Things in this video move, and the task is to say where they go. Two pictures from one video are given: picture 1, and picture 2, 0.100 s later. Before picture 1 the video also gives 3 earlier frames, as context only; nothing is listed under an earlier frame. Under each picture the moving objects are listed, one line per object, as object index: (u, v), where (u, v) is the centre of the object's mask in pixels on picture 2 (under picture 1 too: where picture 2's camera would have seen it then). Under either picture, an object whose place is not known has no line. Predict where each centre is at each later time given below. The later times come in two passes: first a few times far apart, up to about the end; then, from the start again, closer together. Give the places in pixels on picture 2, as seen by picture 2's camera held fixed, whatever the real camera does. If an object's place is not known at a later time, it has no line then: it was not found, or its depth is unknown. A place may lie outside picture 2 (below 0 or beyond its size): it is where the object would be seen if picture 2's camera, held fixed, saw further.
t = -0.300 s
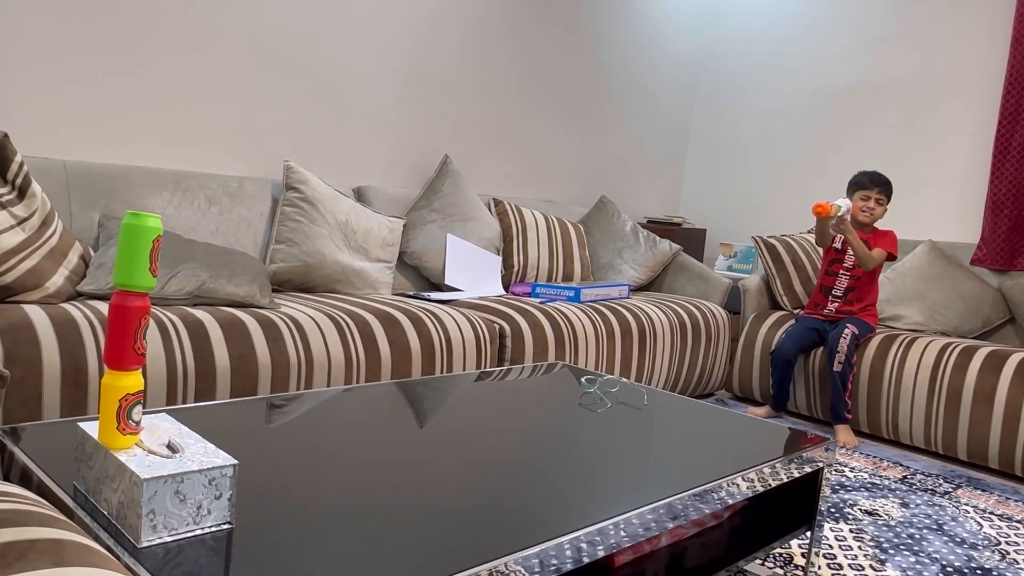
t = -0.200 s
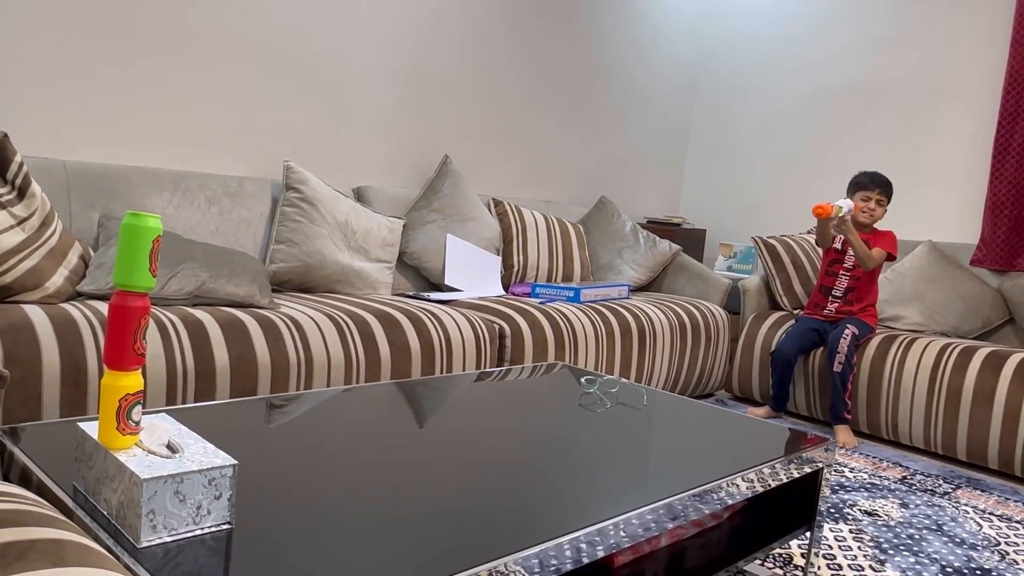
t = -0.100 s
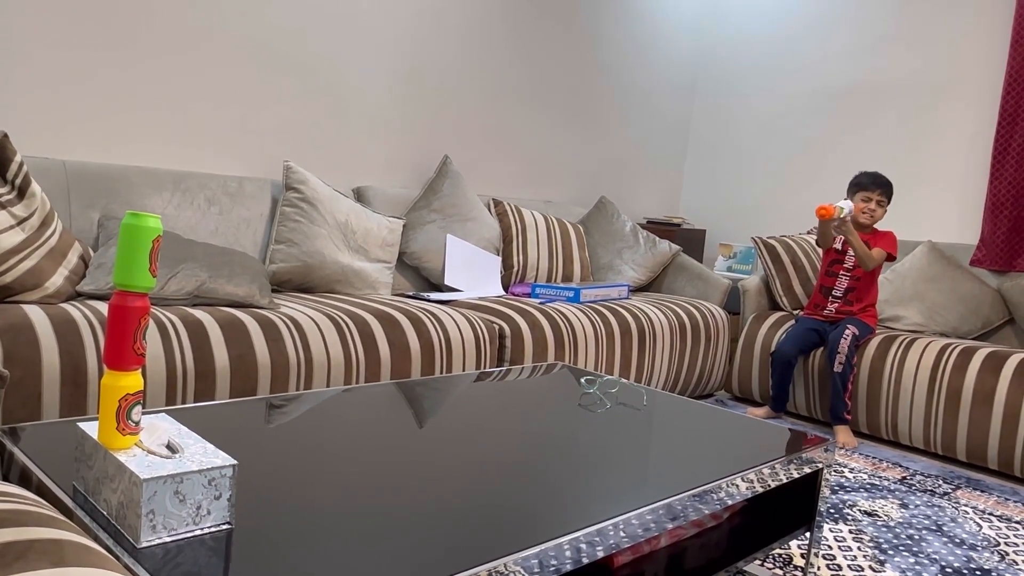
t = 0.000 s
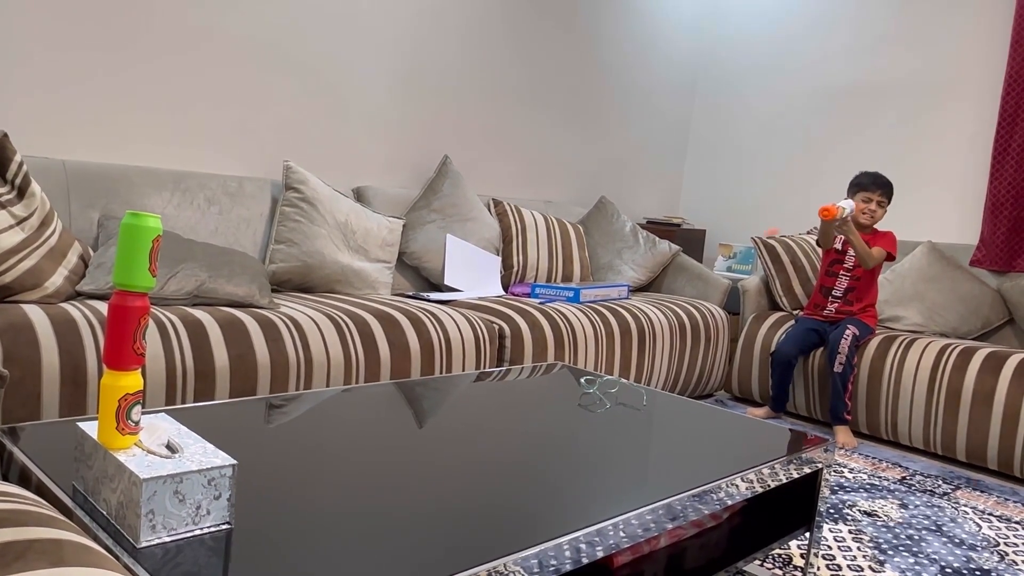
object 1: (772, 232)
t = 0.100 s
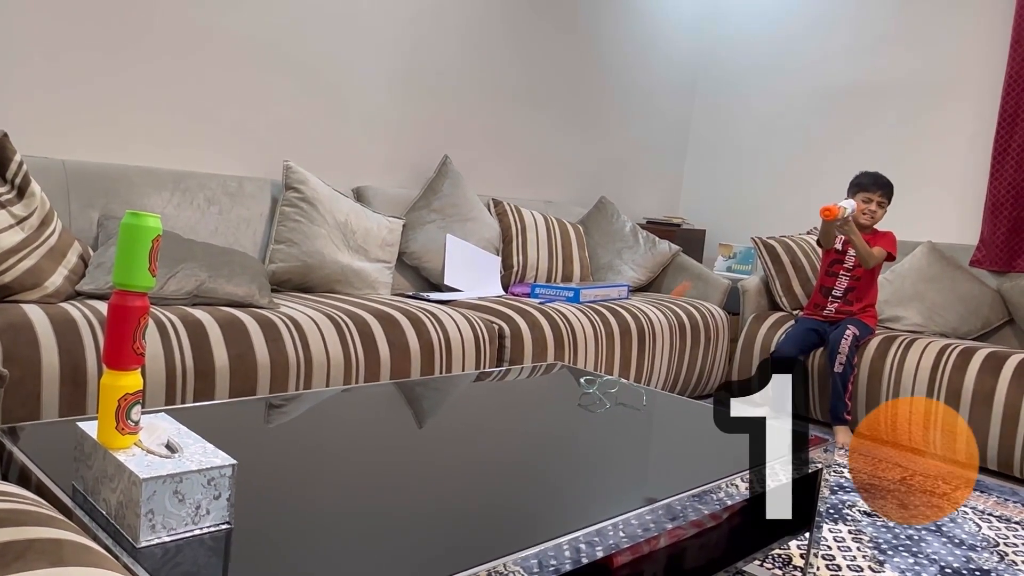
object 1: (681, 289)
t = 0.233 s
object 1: (520, 439)
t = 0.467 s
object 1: (254, 499)
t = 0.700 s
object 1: (203, 422)
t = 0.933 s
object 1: (228, 560)
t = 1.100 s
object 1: (220, 558)
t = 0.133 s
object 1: (642, 325)
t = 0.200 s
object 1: (557, 419)
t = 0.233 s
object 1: (520, 439)
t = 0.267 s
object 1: (495, 424)
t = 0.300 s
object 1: (466, 414)
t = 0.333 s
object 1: (433, 412)
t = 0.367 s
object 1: (397, 418)
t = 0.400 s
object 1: (356, 432)
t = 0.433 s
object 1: (308, 459)
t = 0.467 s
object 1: (254, 499)
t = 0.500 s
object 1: (192, 556)
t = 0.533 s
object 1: (163, 559)
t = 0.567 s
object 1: (172, 509)
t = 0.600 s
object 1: (180, 473)
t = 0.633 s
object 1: (189, 443)
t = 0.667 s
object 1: (197, 427)
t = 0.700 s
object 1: (203, 422)
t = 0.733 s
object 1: (209, 426)
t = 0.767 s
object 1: (214, 438)
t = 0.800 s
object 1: (219, 464)
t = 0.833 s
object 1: (223, 497)
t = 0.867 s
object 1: (226, 543)
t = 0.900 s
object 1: (229, 571)
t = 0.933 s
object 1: (228, 560)
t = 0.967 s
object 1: (228, 544)
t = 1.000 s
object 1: (227, 532)
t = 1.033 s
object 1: (226, 532)
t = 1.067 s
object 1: (223, 541)
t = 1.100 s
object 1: (220, 558)
